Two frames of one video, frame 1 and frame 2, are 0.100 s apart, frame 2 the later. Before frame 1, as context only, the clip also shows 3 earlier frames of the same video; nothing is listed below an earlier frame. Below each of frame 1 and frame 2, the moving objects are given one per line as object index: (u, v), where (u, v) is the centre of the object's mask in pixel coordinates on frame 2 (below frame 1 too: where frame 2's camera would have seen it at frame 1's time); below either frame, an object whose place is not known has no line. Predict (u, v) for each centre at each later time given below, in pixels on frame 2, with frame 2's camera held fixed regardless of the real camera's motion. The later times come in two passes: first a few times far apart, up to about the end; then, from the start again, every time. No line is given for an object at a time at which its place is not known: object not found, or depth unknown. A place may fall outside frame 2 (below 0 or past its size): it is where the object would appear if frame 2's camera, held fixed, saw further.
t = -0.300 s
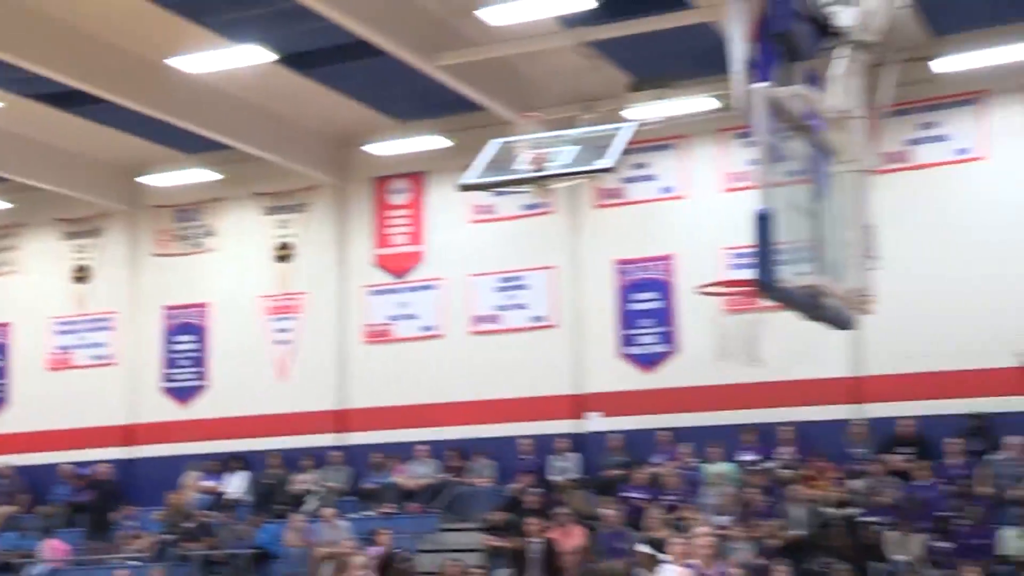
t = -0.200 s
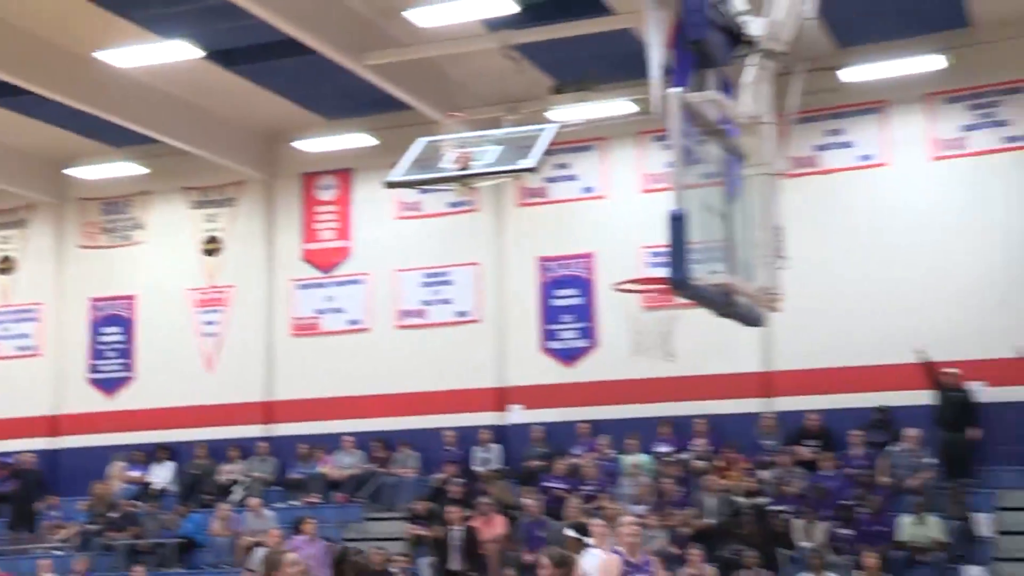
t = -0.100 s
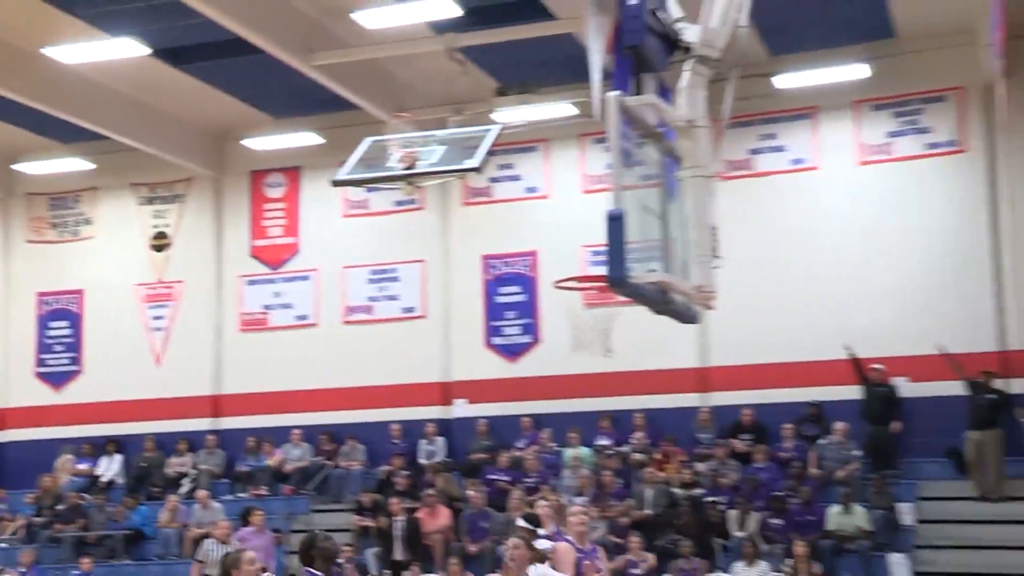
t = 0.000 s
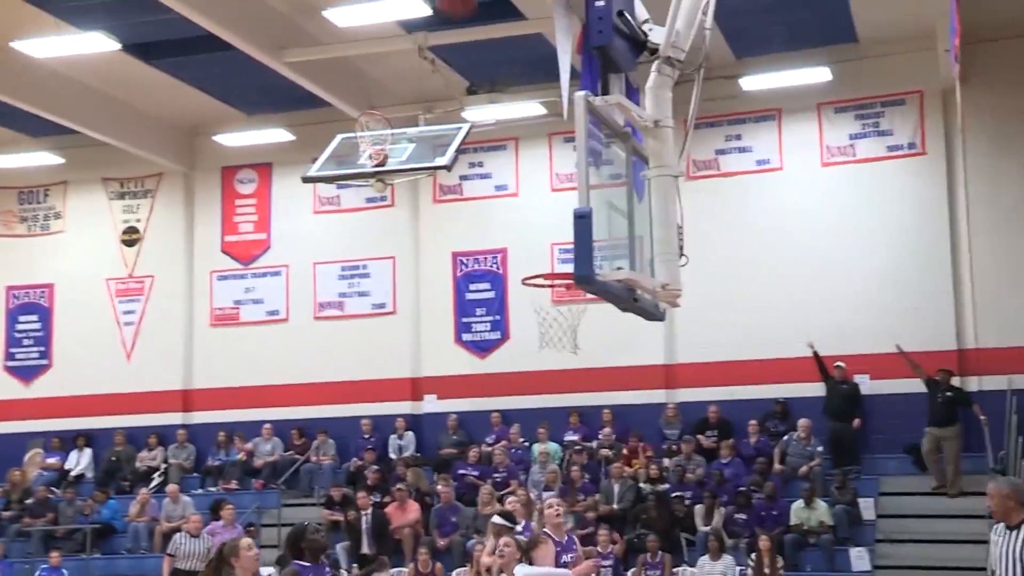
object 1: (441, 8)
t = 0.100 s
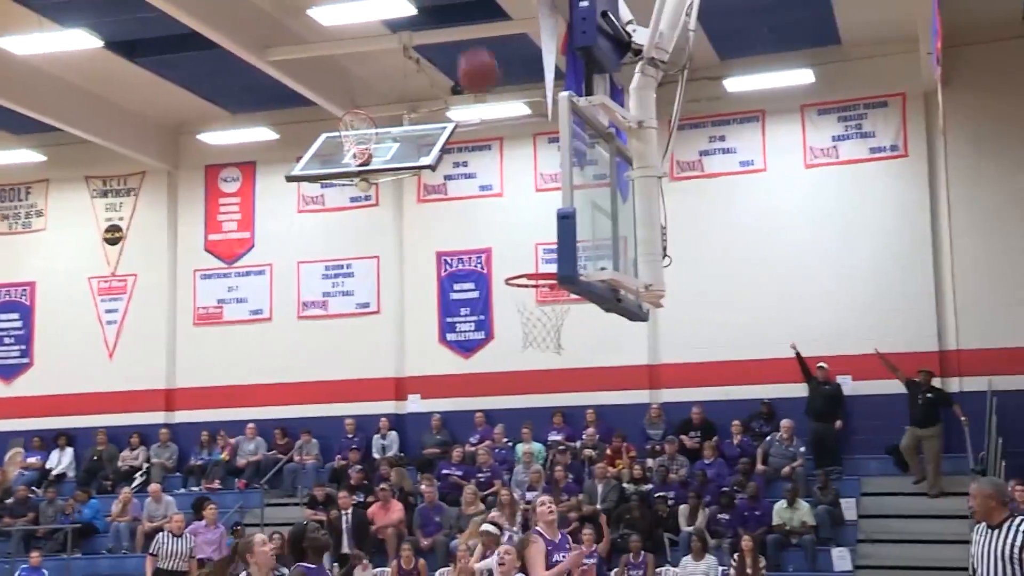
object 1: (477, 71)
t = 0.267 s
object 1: (533, 220)
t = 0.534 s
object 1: (525, 341)
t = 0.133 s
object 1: (488, 95)
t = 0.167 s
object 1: (502, 131)
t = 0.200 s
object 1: (512, 159)
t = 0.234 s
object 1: (523, 189)
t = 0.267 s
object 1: (533, 220)
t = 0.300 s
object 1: (541, 251)
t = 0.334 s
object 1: (547, 287)
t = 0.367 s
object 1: (546, 301)
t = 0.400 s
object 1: (534, 322)
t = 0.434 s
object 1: (530, 331)
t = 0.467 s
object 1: (529, 333)
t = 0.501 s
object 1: (527, 336)
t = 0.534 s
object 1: (525, 341)
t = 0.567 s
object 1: (524, 347)
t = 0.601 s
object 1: (522, 356)
